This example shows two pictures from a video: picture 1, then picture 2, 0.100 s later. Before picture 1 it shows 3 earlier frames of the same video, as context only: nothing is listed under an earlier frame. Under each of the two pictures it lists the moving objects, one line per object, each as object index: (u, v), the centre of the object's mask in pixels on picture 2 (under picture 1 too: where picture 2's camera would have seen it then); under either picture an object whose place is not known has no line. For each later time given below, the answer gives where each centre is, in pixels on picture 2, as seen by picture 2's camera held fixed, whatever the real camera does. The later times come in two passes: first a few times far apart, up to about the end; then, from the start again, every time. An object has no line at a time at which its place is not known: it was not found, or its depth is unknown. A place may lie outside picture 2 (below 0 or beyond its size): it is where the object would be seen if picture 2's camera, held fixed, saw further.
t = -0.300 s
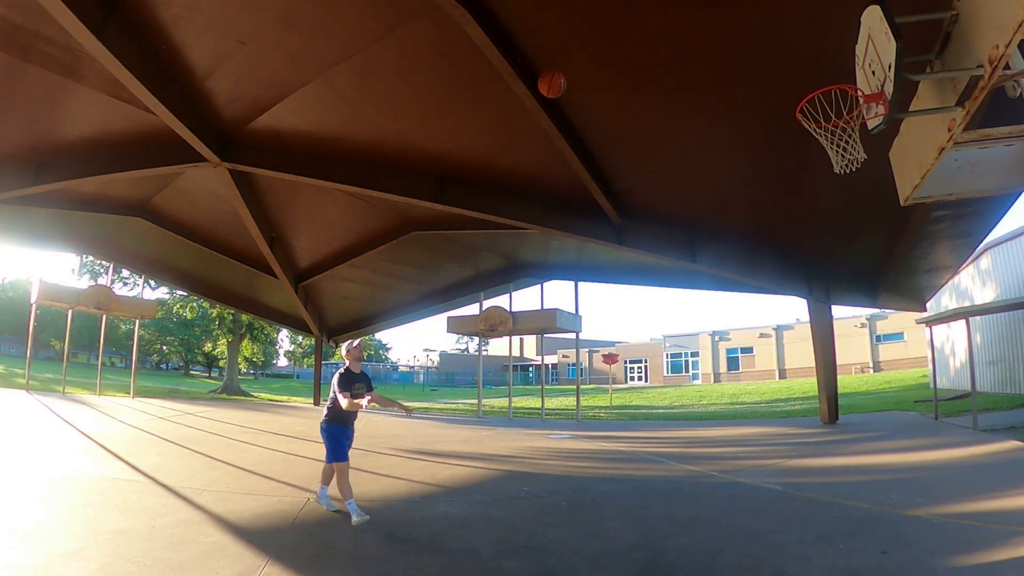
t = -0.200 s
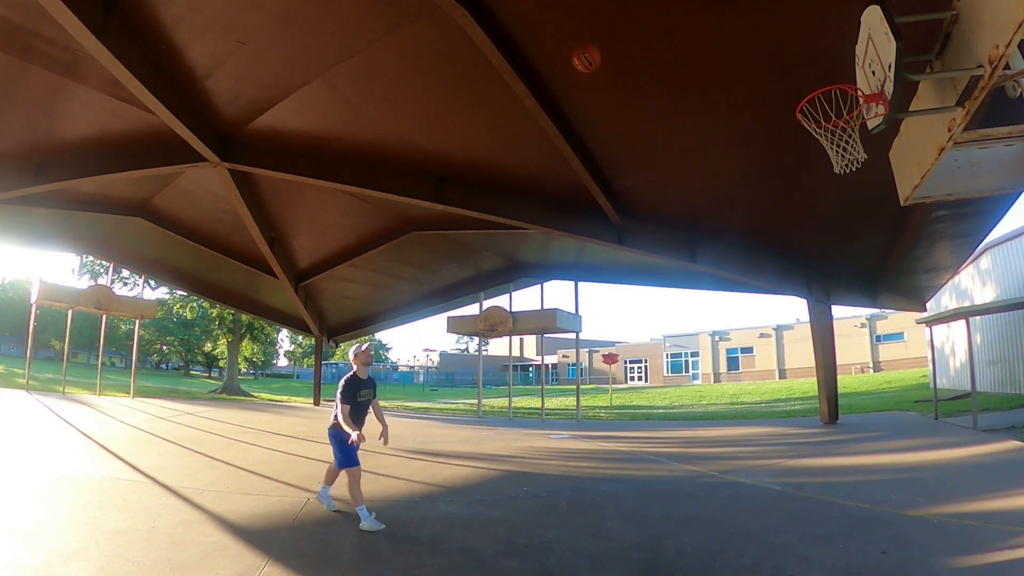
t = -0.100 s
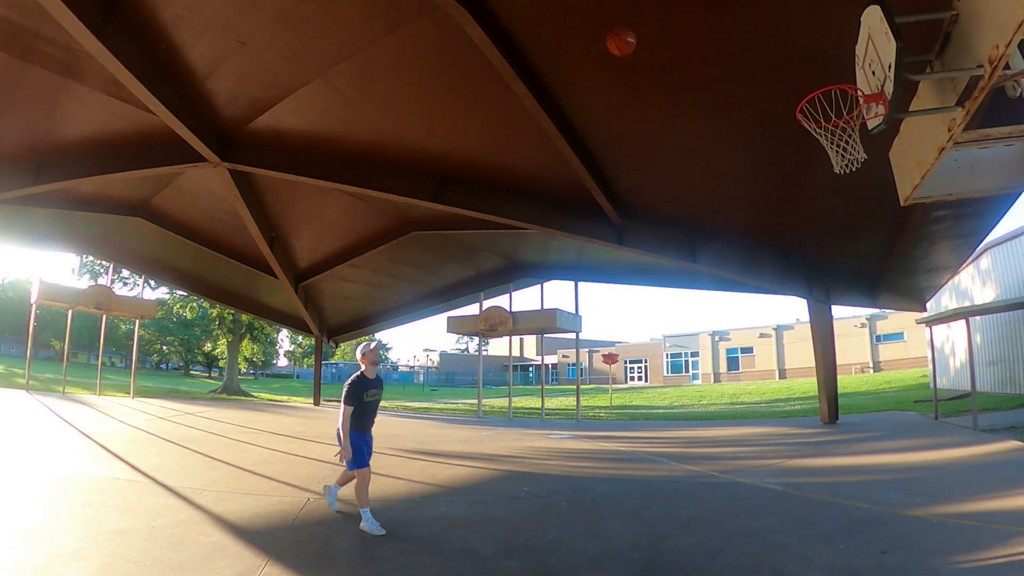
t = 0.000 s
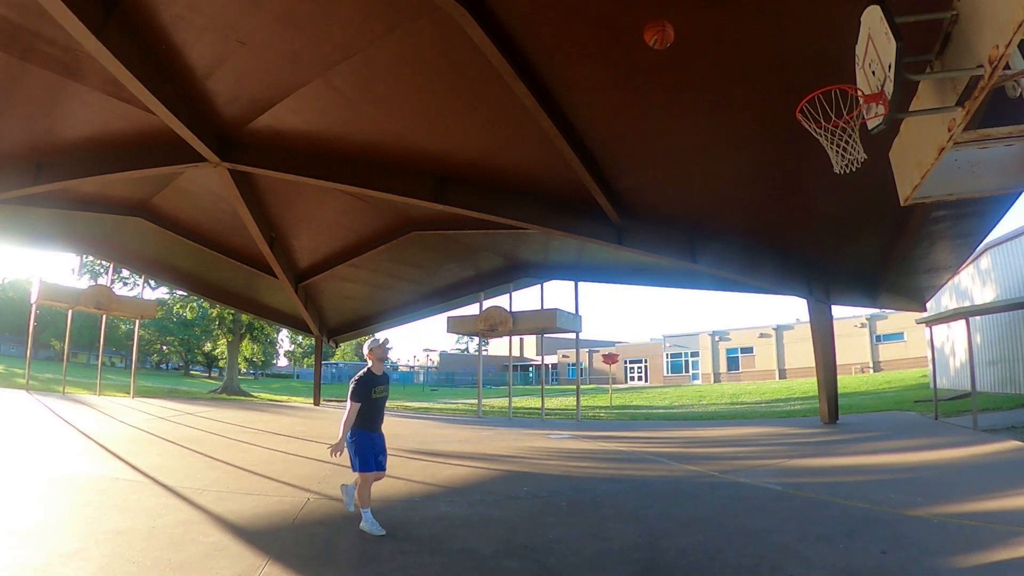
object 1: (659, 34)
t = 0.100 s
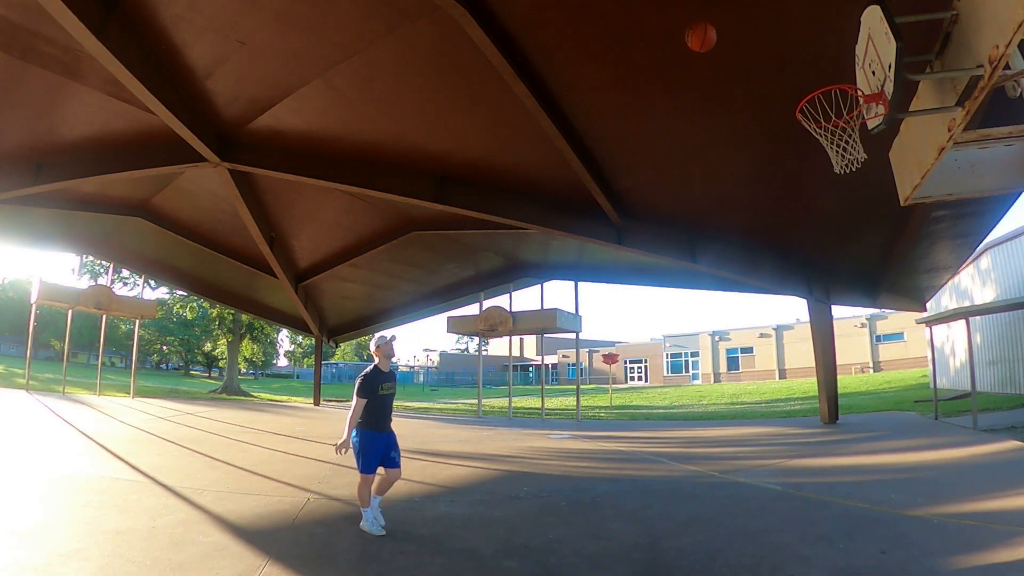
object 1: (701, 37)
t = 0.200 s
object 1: (748, 50)
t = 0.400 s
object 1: (857, 120)
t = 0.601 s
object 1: (885, 162)
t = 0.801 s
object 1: (917, 261)
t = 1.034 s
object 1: (947, 469)
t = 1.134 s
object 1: (944, 563)
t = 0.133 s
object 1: (716, 40)
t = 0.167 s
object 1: (732, 44)
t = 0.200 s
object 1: (748, 50)
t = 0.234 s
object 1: (765, 57)
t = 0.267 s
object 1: (782, 67)
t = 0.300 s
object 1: (800, 79)
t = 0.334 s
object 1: (819, 89)
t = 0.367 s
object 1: (839, 107)
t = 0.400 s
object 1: (857, 120)
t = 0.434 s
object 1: (865, 131)
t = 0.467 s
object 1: (871, 132)
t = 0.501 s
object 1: (875, 137)
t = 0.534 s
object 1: (878, 143)
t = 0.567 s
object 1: (881, 151)
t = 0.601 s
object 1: (885, 162)
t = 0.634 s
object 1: (890, 174)
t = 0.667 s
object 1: (895, 188)
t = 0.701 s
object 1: (900, 204)
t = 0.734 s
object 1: (906, 221)
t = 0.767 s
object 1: (912, 240)
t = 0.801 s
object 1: (917, 261)
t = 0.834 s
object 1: (922, 285)
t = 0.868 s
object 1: (928, 311)
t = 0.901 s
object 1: (933, 339)
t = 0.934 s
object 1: (938, 369)
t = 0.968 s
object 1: (942, 401)
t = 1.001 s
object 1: (944, 434)
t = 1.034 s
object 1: (947, 469)
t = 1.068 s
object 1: (946, 505)
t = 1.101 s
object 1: (946, 541)
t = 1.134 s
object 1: (944, 563)
